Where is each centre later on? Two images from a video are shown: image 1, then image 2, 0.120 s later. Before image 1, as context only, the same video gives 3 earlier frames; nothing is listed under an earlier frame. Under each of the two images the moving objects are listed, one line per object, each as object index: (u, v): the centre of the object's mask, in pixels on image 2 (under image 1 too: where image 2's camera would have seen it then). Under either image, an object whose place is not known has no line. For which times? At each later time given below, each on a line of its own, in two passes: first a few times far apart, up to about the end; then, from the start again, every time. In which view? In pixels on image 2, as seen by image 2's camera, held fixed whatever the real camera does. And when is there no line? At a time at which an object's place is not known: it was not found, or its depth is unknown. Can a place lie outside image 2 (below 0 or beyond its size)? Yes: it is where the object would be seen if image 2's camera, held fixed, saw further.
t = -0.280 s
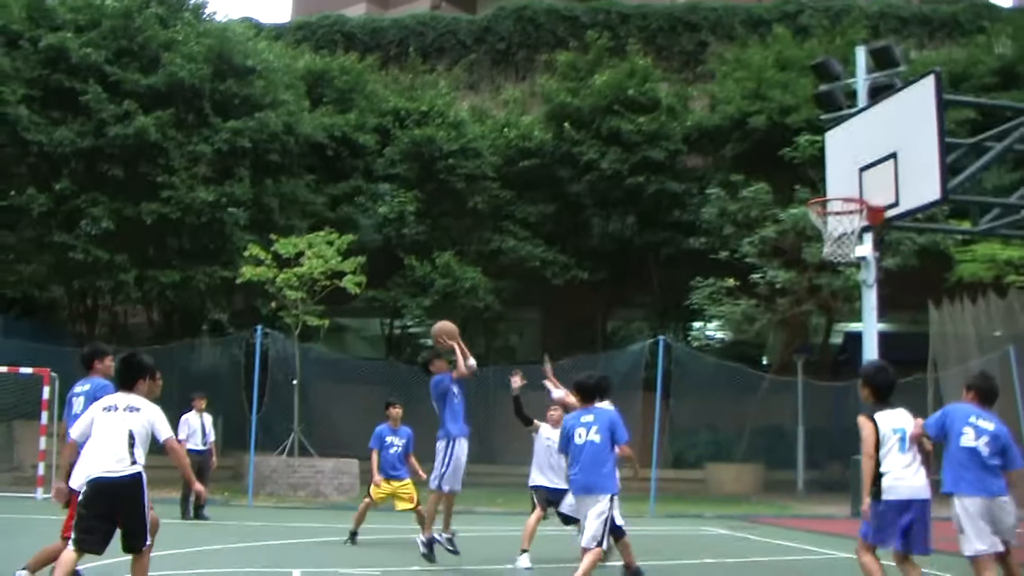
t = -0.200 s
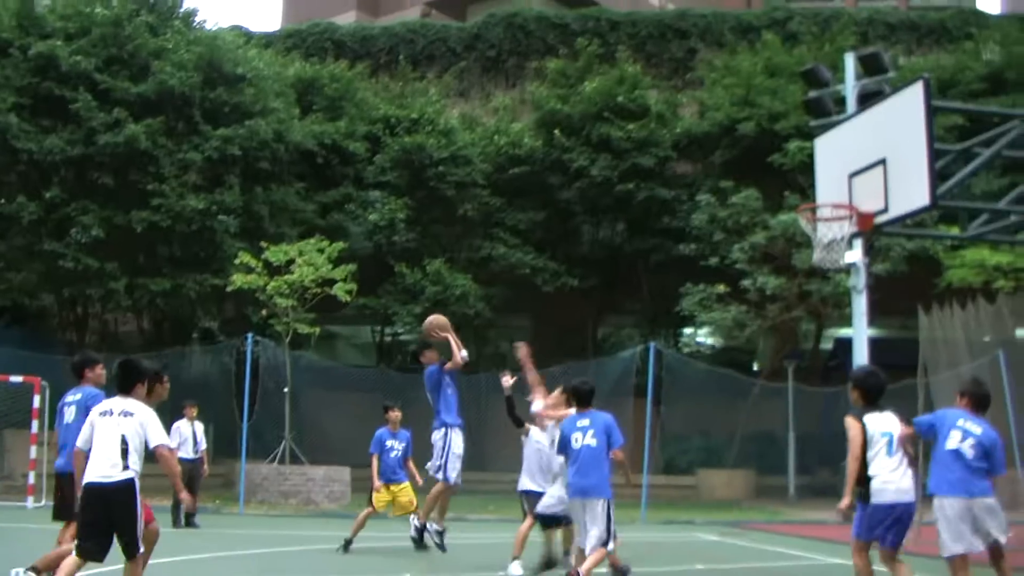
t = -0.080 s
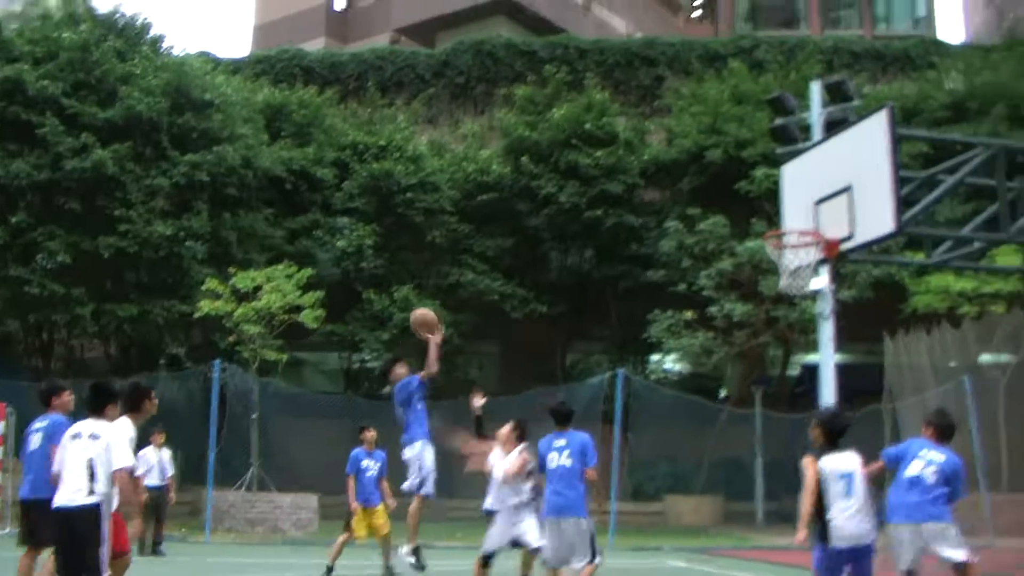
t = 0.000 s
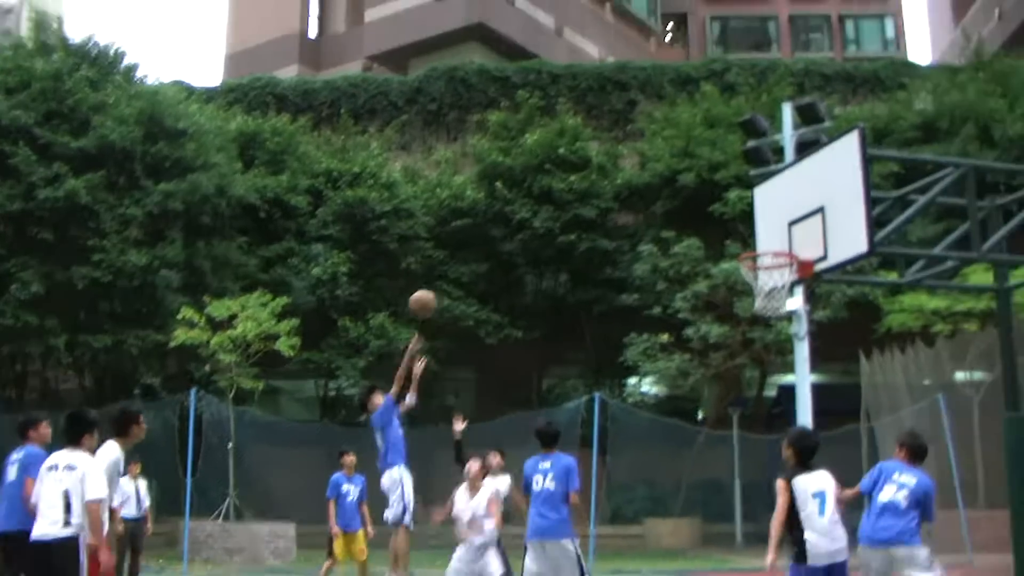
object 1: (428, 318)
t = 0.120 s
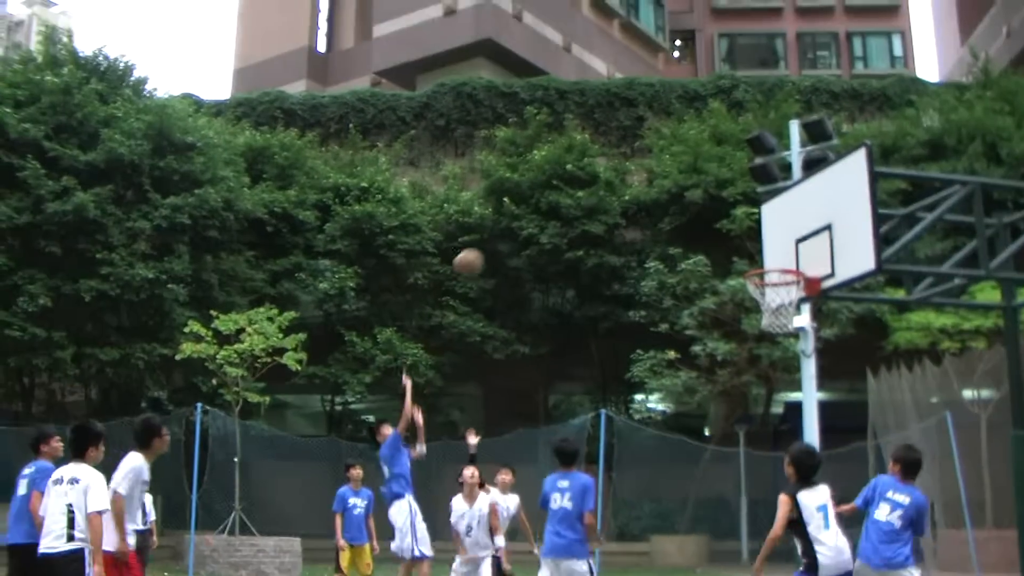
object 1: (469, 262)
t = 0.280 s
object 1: (521, 215)
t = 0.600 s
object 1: (622, 202)
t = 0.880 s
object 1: (720, 286)
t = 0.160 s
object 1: (480, 249)
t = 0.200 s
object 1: (494, 236)
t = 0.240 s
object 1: (506, 224)
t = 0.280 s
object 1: (521, 215)
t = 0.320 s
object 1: (533, 207)
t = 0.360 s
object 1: (546, 201)
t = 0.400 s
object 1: (558, 198)
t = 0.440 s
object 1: (570, 196)
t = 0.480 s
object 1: (584, 194)
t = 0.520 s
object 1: (597, 195)
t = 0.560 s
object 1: (609, 197)
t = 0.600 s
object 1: (622, 202)
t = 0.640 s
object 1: (636, 210)
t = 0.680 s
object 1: (650, 217)
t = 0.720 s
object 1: (664, 228)
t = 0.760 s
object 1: (679, 239)
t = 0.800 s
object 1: (692, 252)
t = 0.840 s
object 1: (706, 269)
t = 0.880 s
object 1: (720, 286)
